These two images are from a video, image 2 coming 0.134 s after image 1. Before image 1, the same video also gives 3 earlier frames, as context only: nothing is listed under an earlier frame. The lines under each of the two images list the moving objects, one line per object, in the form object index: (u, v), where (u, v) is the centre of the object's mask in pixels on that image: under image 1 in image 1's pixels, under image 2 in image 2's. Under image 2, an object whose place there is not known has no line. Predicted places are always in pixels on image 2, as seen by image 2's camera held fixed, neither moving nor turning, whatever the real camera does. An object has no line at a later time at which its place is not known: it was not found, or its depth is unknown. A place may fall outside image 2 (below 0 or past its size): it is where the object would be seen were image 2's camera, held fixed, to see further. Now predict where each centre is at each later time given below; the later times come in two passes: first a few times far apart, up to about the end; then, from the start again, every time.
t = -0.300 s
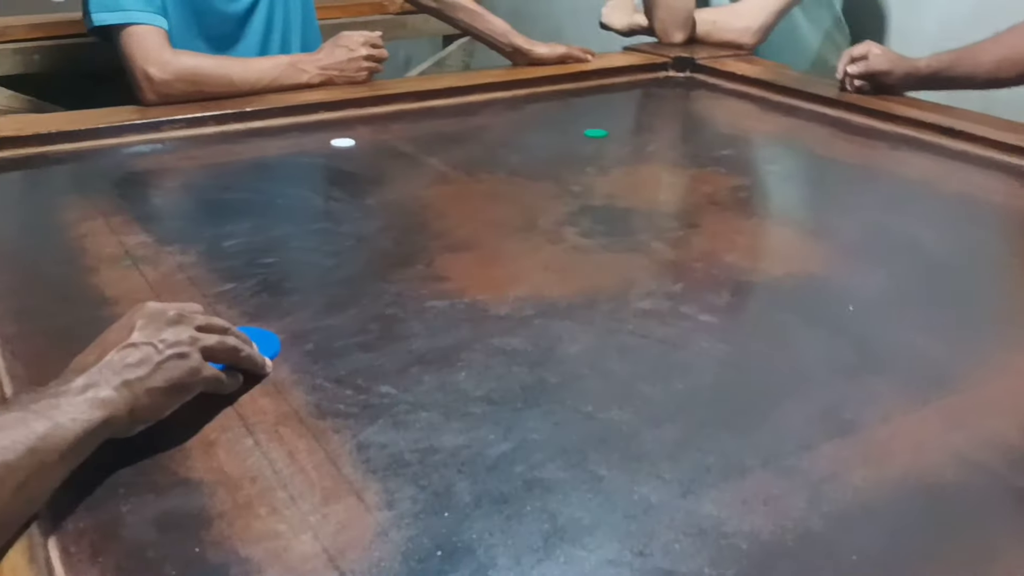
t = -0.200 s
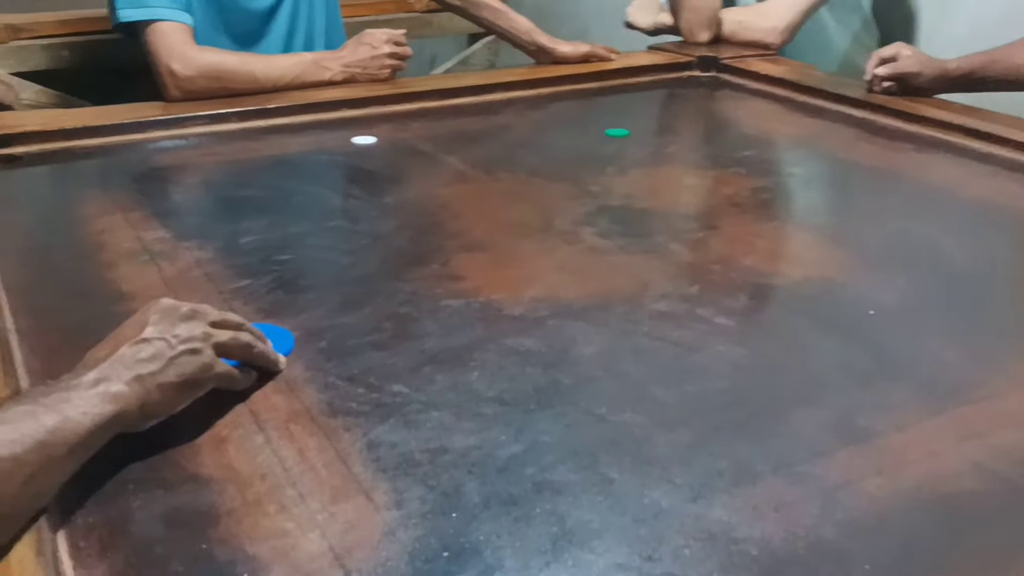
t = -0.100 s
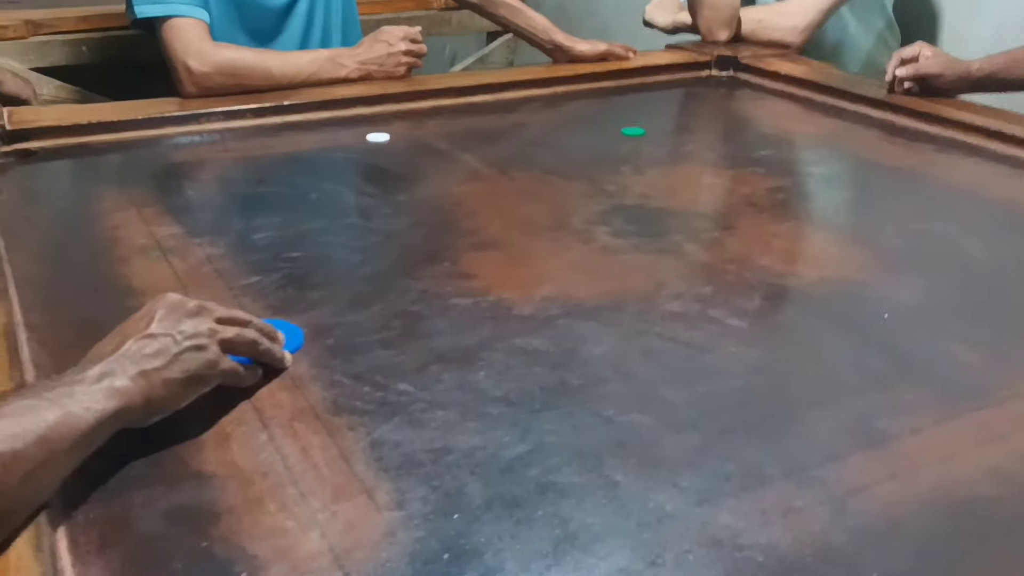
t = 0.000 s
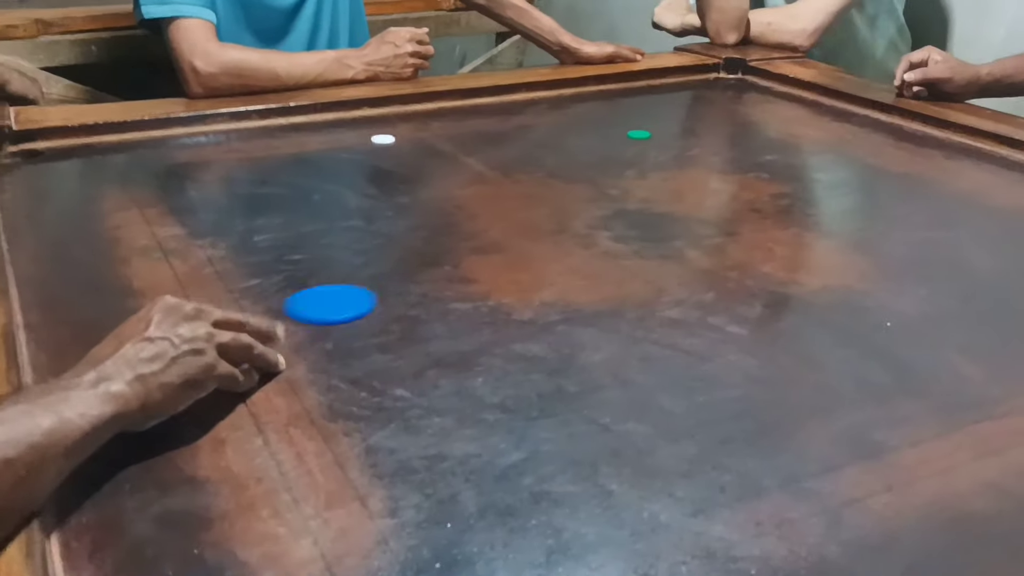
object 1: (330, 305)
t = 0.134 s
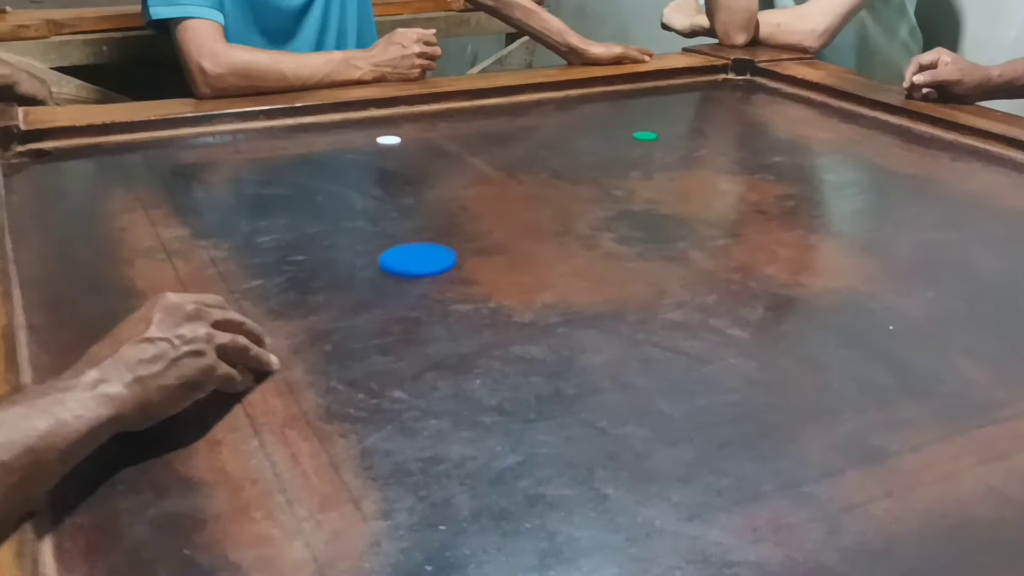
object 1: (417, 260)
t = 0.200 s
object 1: (453, 242)
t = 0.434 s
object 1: (547, 191)
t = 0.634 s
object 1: (603, 161)
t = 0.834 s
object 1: (644, 138)
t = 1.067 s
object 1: (676, 121)
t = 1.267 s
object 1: (695, 109)
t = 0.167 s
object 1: (436, 250)
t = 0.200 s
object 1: (453, 242)
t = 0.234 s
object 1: (469, 234)
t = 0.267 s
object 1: (483, 226)
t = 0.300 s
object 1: (498, 218)
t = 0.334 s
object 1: (511, 211)
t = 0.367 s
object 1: (524, 204)
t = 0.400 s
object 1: (536, 198)
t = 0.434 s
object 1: (547, 191)
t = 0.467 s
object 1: (558, 186)
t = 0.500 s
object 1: (568, 180)
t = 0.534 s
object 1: (577, 175)
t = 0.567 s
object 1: (586, 170)
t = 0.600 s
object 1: (595, 166)
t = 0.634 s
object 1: (603, 161)
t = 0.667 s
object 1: (611, 157)
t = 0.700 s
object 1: (619, 153)
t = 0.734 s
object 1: (626, 149)
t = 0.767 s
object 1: (632, 145)
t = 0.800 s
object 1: (638, 141)
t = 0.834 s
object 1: (644, 138)
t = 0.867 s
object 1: (649, 136)
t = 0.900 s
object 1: (655, 133)
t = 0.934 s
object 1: (660, 130)
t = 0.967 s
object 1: (664, 127)
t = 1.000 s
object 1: (668, 125)
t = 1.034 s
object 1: (672, 123)
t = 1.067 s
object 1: (676, 121)
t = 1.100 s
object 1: (680, 119)
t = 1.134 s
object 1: (683, 116)
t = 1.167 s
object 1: (686, 115)
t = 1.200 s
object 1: (690, 113)
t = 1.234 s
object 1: (693, 111)
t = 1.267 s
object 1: (695, 109)
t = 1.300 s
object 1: (698, 108)
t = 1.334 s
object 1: (700, 106)
